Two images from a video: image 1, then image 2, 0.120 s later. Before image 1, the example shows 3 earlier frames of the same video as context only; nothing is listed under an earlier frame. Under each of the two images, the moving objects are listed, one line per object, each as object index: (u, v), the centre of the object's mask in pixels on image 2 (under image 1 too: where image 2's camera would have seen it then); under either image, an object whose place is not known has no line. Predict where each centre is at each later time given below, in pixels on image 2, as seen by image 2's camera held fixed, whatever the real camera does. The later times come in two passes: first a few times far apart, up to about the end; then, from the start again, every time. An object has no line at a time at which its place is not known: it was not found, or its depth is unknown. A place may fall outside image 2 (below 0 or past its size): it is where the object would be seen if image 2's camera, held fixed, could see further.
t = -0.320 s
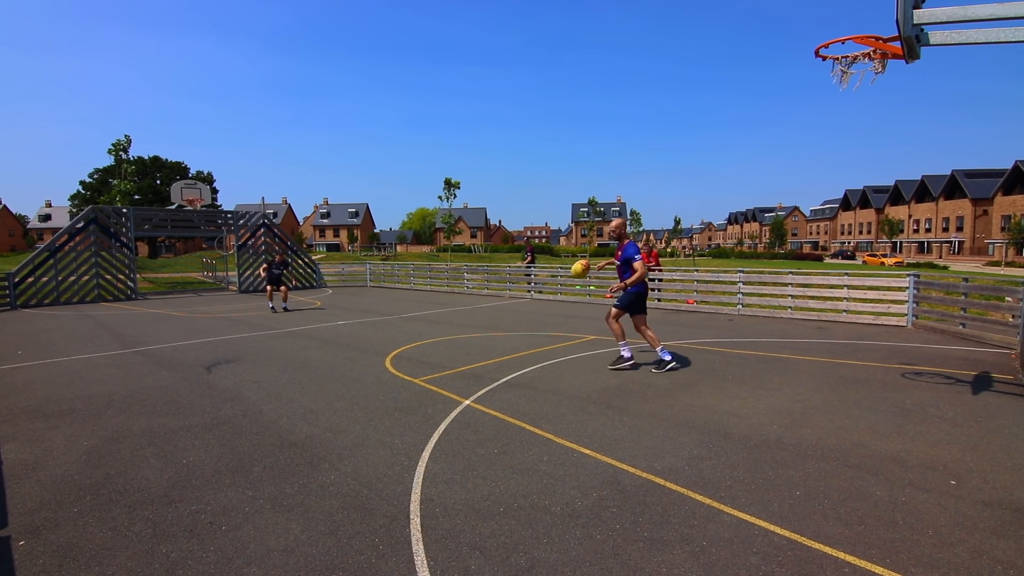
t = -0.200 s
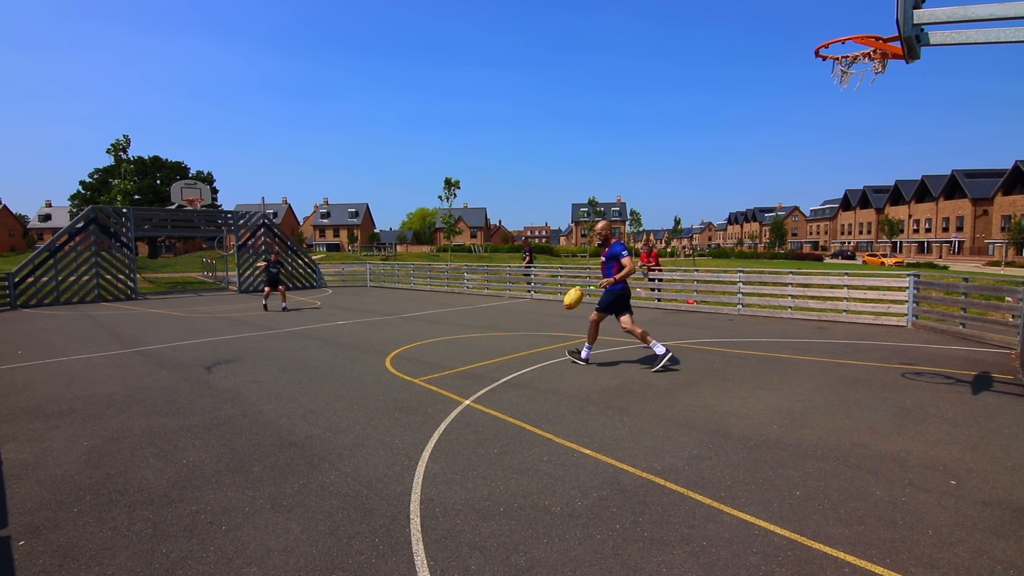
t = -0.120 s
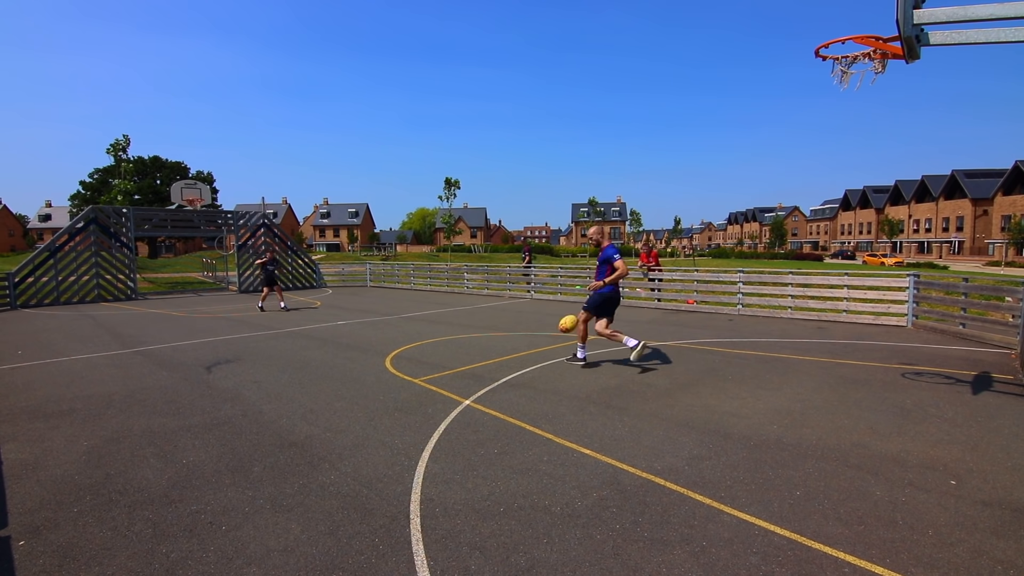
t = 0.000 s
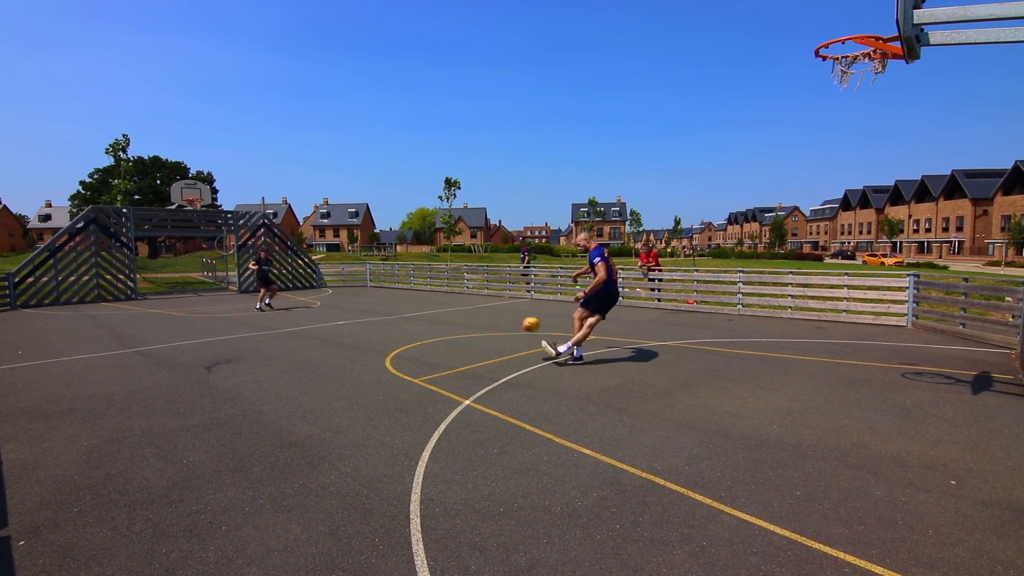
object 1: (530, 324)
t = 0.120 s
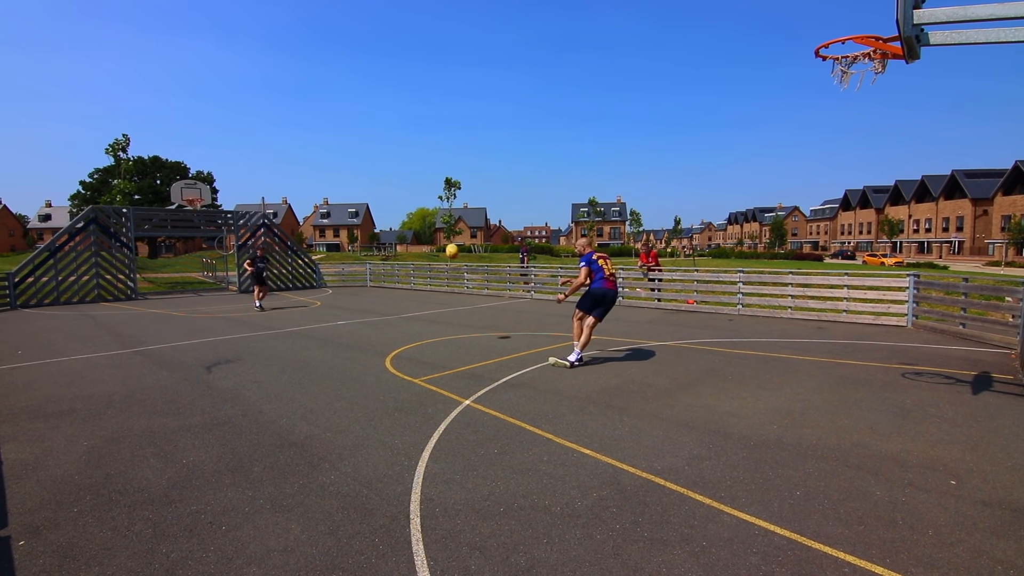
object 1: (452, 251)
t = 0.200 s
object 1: (413, 219)
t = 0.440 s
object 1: (331, 170)
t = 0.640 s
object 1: (285, 163)
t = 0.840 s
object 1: (254, 174)
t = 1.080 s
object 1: (227, 197)
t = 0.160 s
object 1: (431, 233)
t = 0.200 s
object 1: (413, 219)
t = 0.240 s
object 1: (397, 206)
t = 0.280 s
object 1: (382, 196)
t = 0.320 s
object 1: (367, 187)
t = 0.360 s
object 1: (354, 180)
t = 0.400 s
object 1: (342, 174)
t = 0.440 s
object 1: (331, 170)
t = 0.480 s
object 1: (321, 166)
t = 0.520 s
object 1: (310, 164)
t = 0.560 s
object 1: (301, 163)
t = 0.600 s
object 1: (293, 162)
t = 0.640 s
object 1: (285, 163)
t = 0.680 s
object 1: (278, 164)
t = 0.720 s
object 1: (271, 166)
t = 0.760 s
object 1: (265, 168)
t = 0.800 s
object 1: (259, 171)
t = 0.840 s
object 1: (254, 174)
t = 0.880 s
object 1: (249, 177)
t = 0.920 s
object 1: (244, 180)
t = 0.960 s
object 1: (239, 184)
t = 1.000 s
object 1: (235, 188)
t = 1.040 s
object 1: (231, 193)
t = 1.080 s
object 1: (227, 197)
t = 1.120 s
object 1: (223, 202)
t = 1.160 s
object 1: (219, 207)
